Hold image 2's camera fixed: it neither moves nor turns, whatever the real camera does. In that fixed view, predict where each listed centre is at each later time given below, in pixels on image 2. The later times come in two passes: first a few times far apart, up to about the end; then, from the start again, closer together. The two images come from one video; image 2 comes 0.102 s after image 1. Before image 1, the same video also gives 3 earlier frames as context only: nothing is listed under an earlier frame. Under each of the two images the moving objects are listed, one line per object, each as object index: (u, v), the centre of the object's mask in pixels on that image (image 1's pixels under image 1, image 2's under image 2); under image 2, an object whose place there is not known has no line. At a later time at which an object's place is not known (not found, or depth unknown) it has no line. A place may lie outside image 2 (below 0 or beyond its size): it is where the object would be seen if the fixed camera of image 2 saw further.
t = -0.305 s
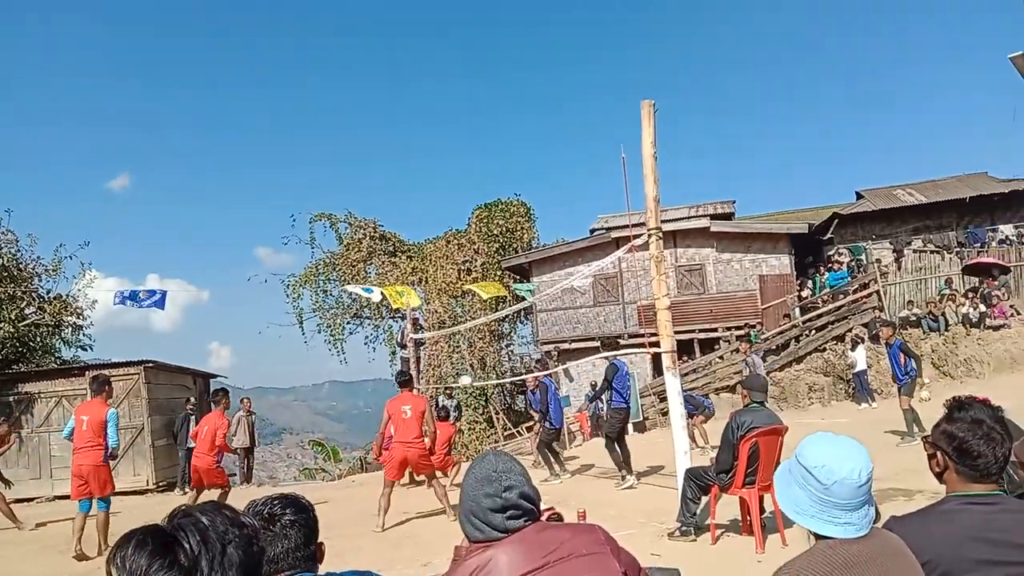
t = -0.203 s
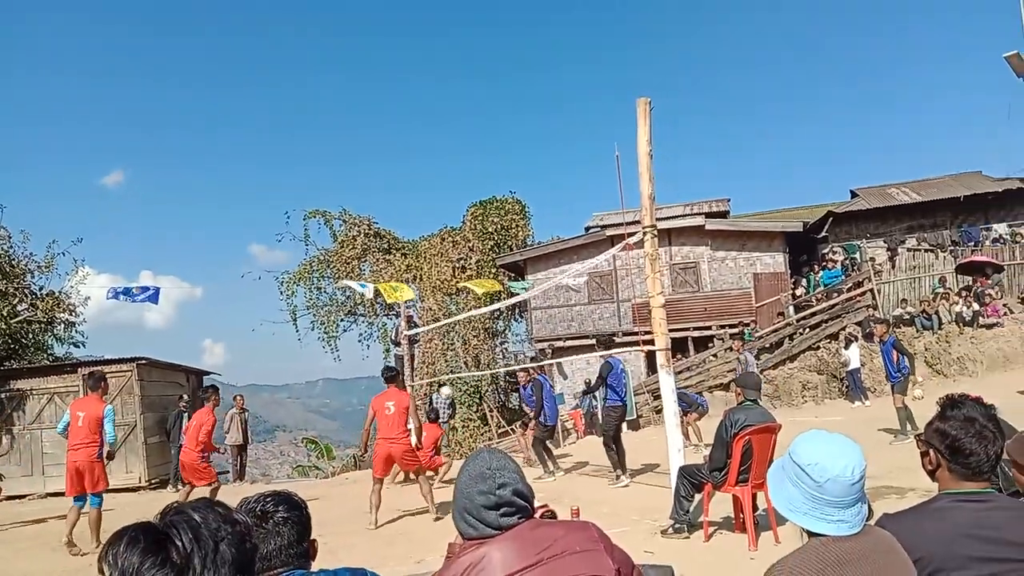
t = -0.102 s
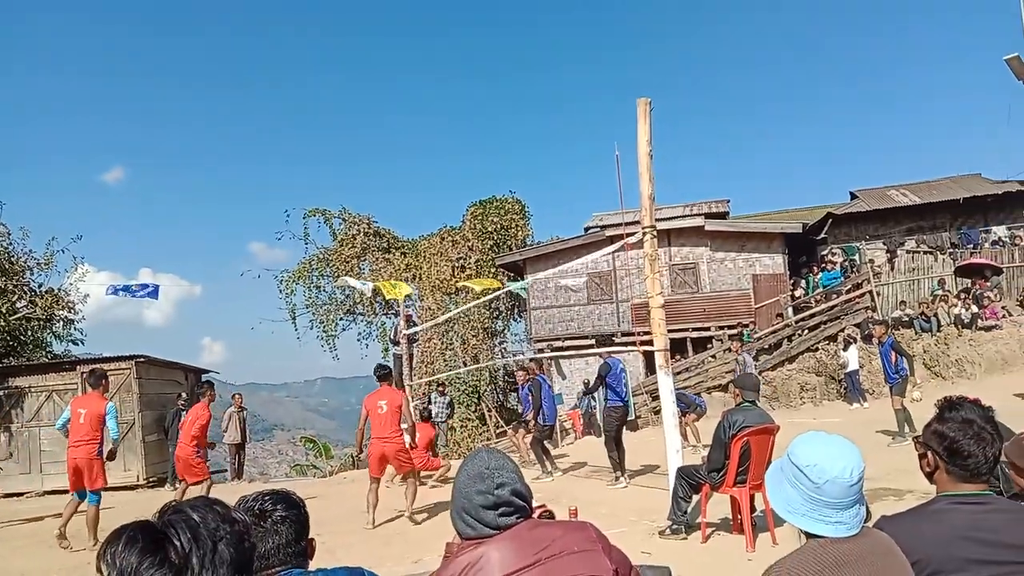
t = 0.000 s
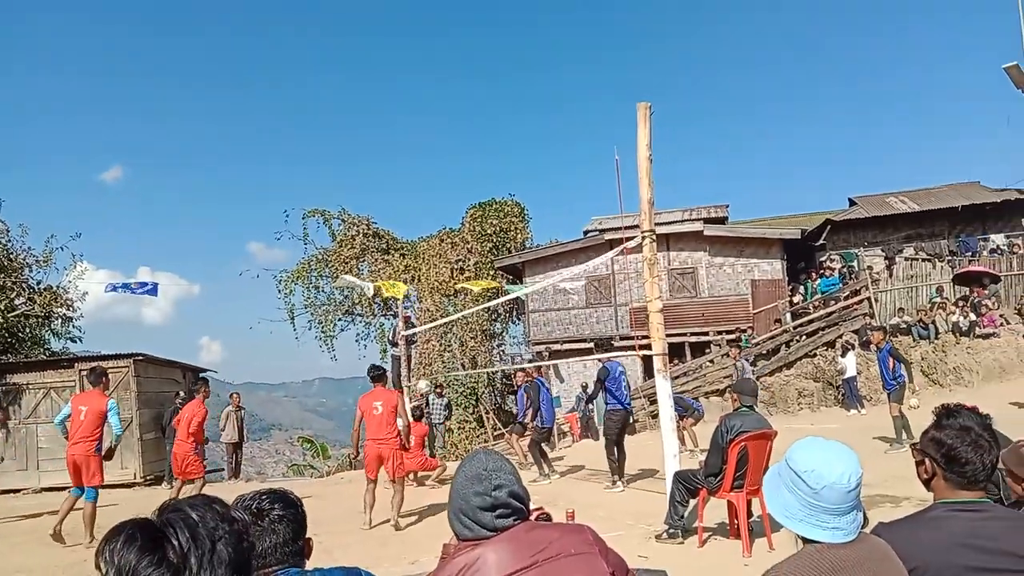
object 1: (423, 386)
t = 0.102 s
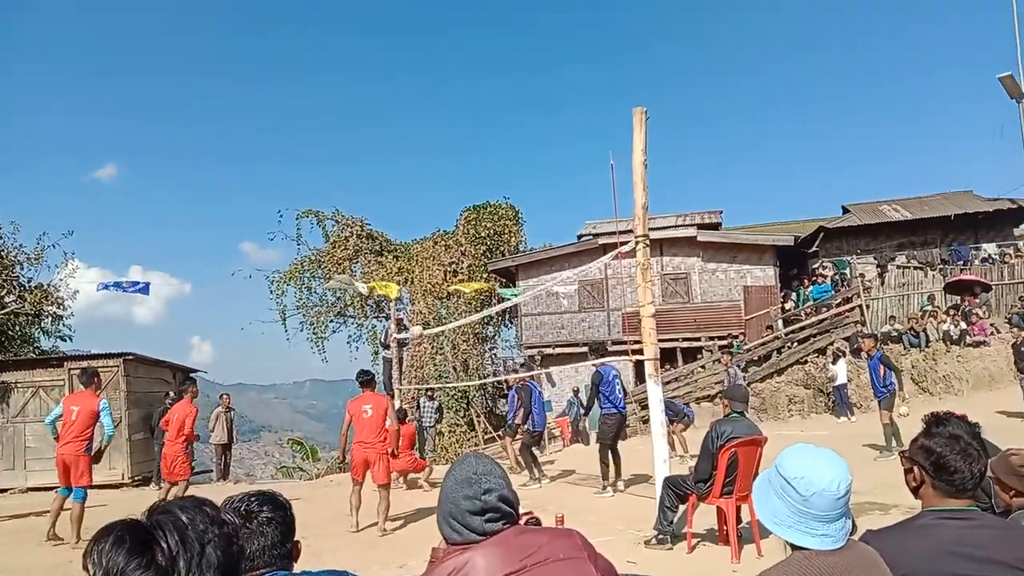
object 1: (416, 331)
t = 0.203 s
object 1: (418, 279)
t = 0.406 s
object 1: (423, 191)
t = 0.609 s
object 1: (429, 125)
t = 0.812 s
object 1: (435, 82)
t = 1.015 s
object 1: (447, 67)
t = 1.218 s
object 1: (461, 91)
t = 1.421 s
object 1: (477, 156)
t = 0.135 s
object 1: (415, 313)
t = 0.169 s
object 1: (417, 296)
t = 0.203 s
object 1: (418, 279)
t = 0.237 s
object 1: (419, 263)
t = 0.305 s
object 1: (420, 232)
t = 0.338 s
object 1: (422, 219)
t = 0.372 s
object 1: (422, 204)
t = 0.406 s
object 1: (423, 191)
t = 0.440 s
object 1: (424, 178)
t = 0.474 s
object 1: (425, 166)
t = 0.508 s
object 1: (426, 155)
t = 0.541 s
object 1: (426, 145)
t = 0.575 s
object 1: (428, 134)
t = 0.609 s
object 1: (429, 125)
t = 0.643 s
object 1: (429, 116)
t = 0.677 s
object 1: (430, 108)
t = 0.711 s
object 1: (432, 100)
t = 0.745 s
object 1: (434, 93)
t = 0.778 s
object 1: (434, 87)
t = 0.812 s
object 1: (435, 82)
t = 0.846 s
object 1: (438, 77)
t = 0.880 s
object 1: (440, 74)
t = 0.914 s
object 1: (442, 71)
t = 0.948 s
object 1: (444, 69)
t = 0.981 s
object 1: (445, 68)
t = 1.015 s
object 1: (447, 67)
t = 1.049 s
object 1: (449, 69)
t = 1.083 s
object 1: (451, 70)
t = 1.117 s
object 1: (453, 74)
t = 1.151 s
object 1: (456, 79)
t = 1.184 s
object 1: (459, 84)
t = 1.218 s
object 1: (461, 91)
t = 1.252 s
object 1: (463, 98)
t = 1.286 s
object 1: (466, 107)
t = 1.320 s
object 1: (468, 117)
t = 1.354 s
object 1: (470, 128)
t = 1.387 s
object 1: (474, 141)
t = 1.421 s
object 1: (477, 156)
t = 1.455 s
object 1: (480, 172)
